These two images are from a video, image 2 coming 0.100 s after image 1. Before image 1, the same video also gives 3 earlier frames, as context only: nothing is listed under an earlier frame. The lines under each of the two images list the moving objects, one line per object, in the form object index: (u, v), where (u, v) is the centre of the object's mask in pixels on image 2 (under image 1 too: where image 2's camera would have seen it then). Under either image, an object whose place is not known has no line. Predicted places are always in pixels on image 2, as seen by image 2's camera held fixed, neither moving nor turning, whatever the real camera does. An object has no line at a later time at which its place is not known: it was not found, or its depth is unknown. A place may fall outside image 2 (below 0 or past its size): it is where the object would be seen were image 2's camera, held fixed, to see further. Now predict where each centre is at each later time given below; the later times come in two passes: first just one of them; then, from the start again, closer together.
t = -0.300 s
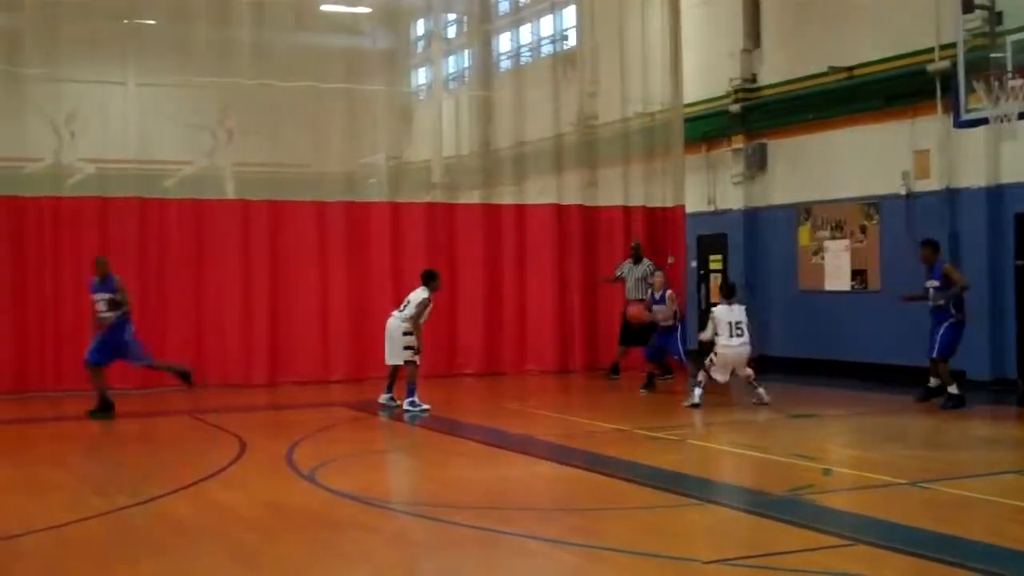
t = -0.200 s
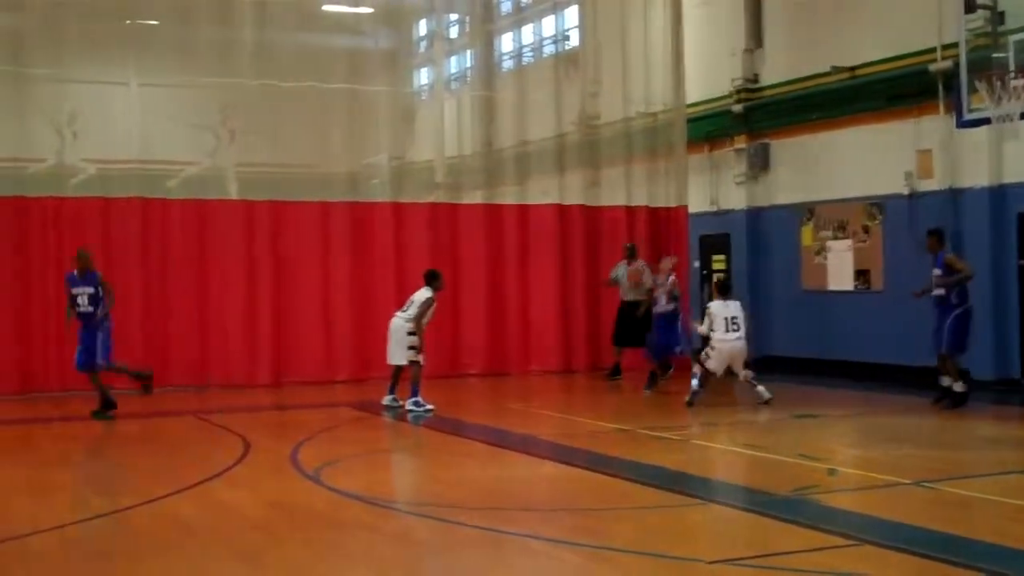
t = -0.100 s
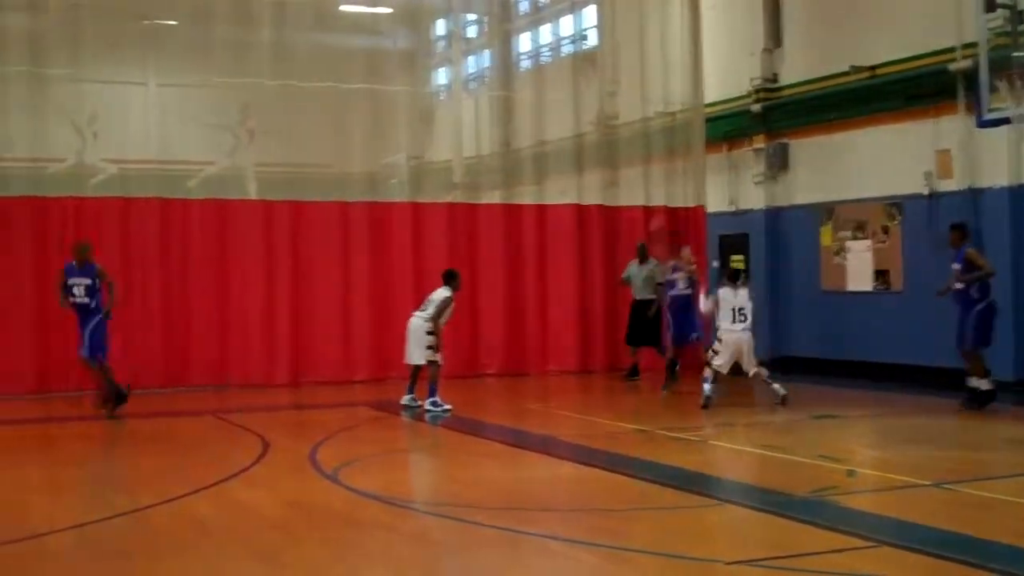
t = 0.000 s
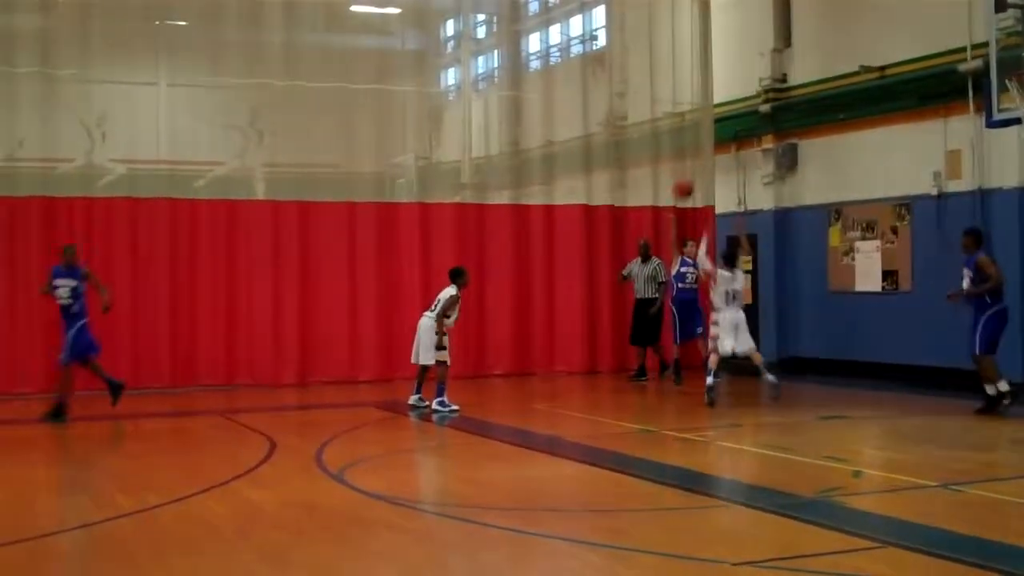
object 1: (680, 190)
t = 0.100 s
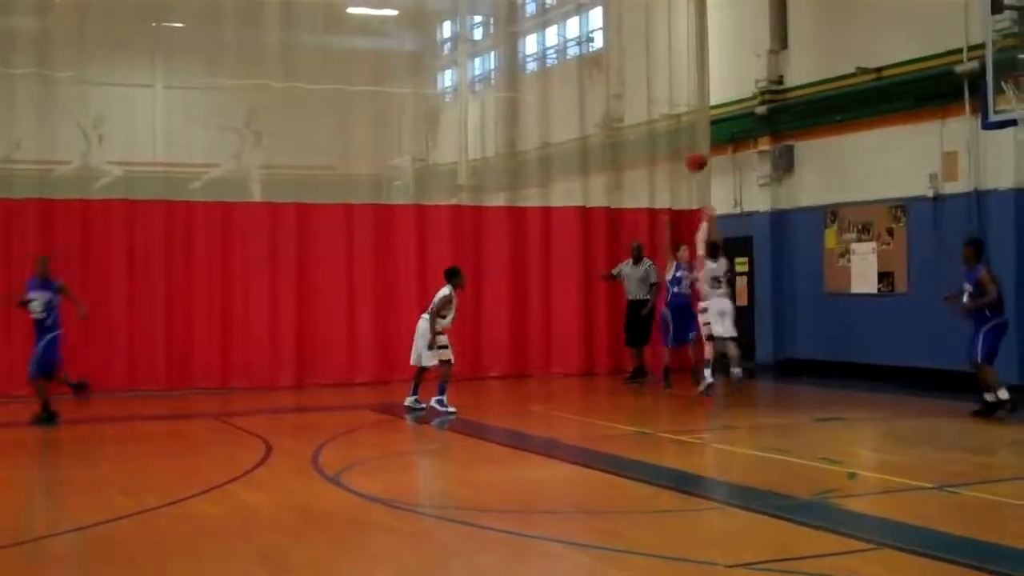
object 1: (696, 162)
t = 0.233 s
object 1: (720, 129)
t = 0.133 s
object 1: (703, 151)
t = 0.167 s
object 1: (707, 143)
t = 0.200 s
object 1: (713, 135)
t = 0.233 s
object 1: (720, 129)
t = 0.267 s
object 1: (728, 127)
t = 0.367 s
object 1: (749, 115)
